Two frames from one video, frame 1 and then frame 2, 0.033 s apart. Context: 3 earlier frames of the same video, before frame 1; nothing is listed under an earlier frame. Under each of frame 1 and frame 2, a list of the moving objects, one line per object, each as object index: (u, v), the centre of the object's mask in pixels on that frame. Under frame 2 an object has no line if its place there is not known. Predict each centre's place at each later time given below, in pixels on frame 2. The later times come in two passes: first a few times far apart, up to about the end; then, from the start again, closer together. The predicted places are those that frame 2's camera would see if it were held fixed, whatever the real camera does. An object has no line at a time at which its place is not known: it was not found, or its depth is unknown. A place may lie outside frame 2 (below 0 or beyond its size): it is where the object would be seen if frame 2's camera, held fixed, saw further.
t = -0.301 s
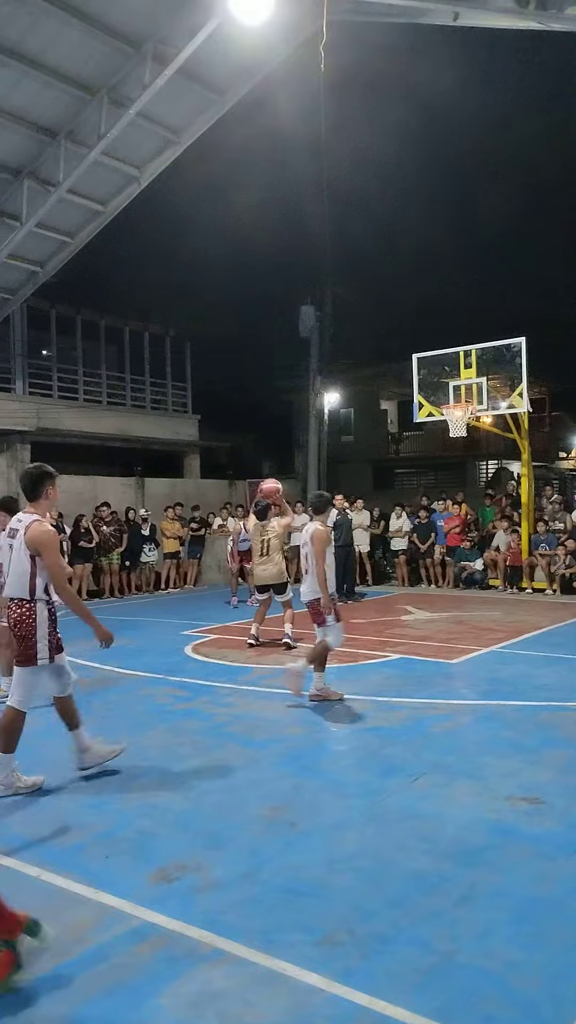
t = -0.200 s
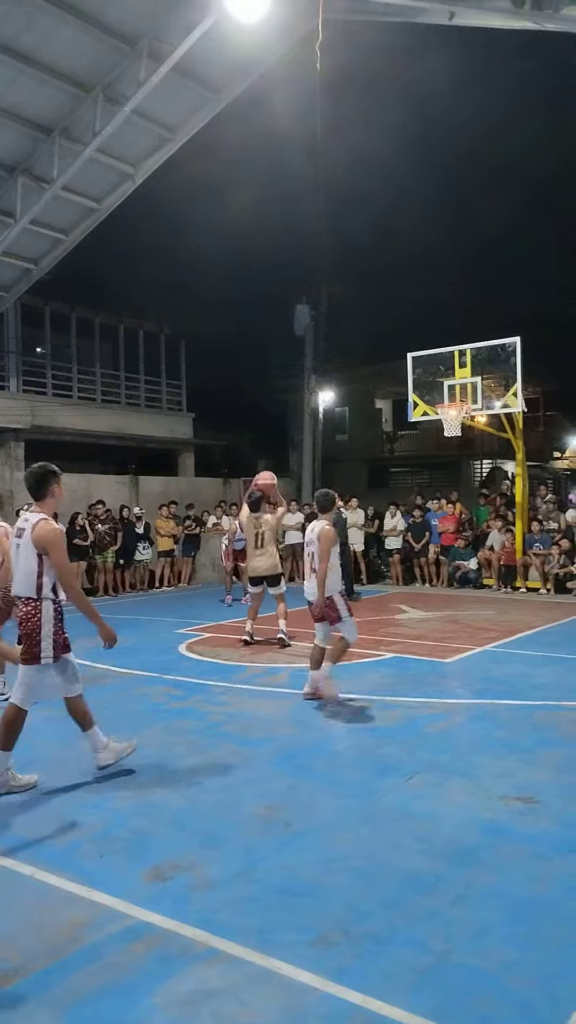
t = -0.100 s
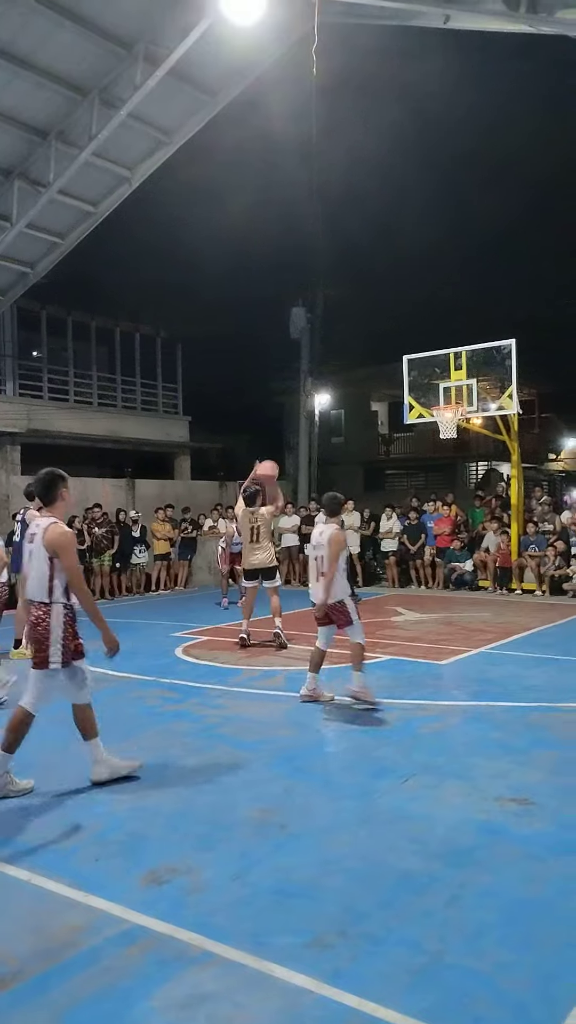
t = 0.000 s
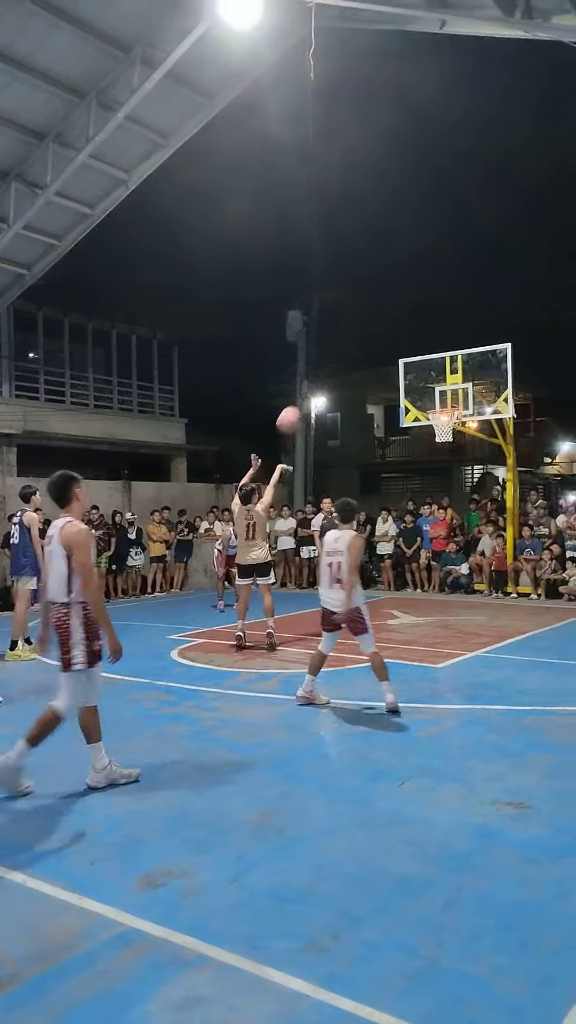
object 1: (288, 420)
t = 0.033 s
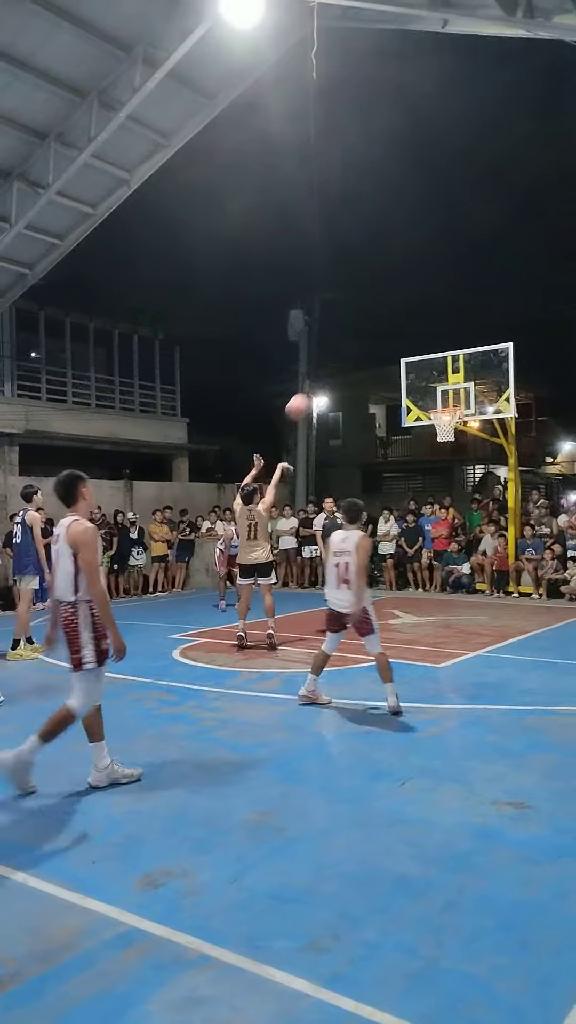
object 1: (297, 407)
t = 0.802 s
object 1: (433, 370)
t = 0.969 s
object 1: (450, 399)
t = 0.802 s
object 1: (433, 370)
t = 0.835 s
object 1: (437, 376)
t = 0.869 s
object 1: (441, 384)
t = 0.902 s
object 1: (447, 395)
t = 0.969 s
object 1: (450, 399)
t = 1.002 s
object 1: (440, 391)
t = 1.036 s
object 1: (435, 386)
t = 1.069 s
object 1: (429, 380)
